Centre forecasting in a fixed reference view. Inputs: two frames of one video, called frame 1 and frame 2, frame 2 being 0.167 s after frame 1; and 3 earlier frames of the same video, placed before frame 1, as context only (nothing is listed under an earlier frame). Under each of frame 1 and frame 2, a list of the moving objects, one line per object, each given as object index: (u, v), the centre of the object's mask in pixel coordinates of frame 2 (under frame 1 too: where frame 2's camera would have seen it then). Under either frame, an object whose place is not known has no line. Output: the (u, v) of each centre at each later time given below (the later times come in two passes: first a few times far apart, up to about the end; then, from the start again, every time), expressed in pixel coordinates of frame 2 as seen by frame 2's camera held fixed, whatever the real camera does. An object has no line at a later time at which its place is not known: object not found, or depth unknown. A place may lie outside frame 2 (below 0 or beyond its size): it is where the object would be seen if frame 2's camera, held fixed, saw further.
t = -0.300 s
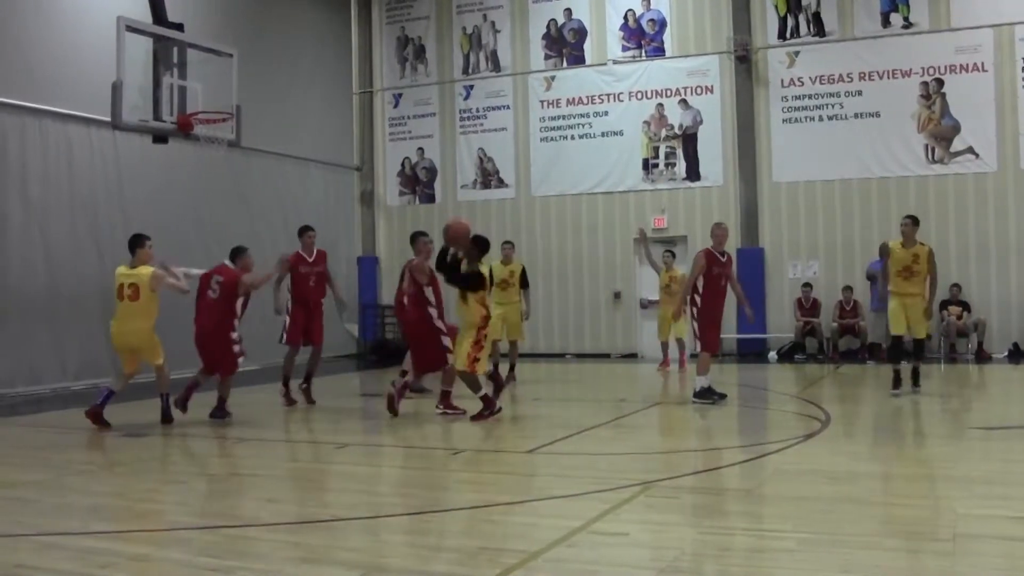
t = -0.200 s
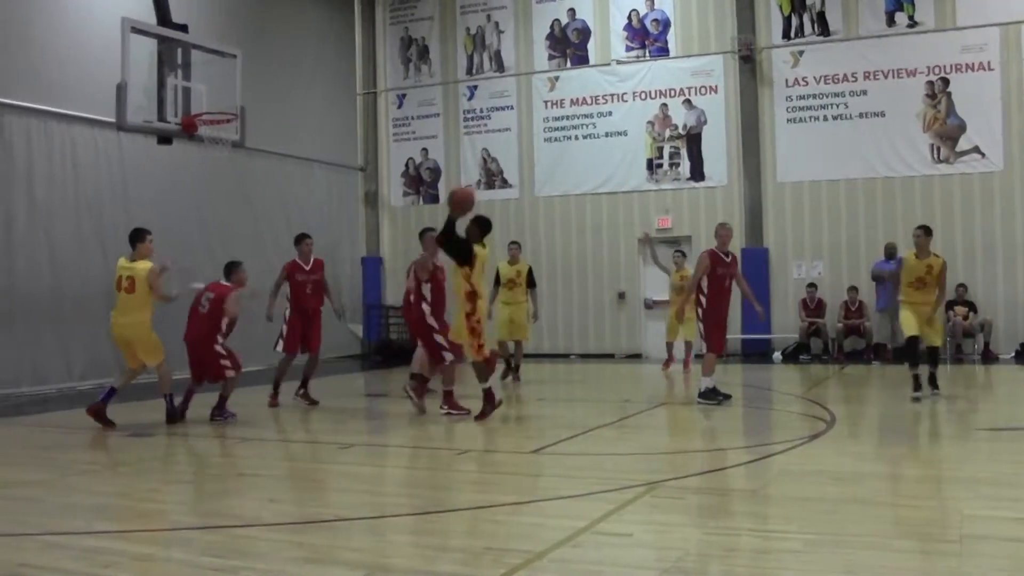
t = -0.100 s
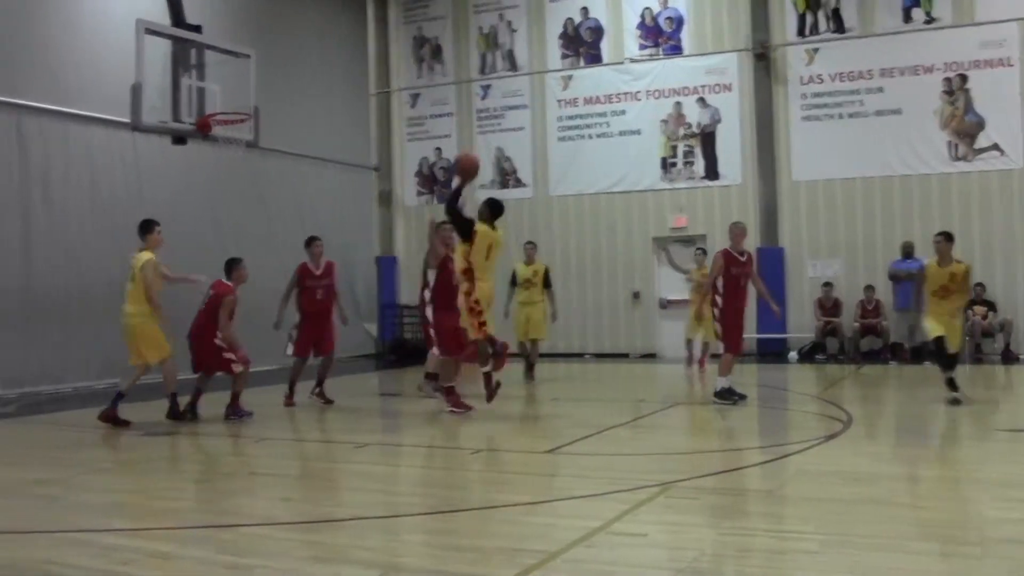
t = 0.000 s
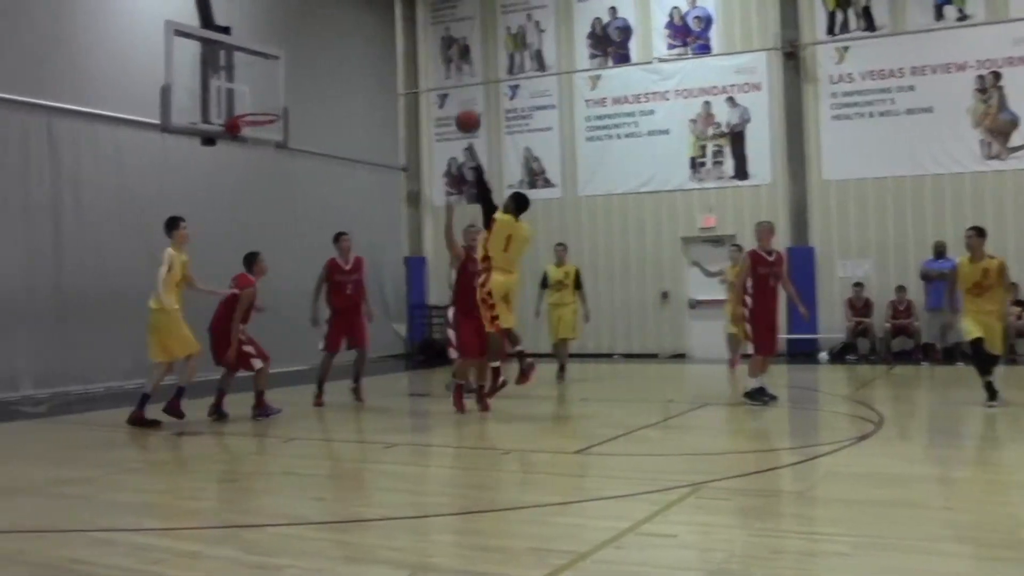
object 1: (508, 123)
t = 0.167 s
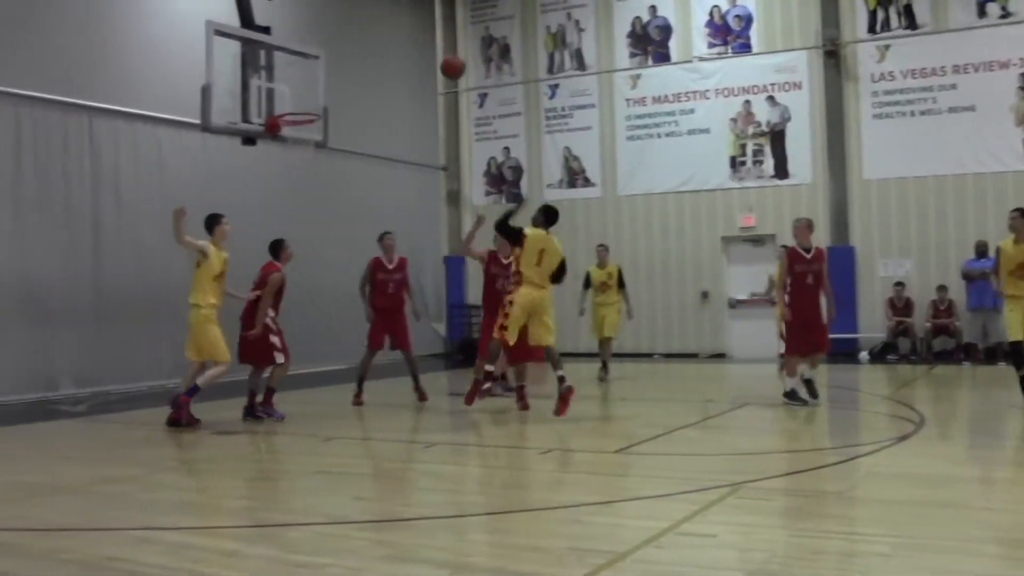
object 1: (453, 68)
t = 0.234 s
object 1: (431, 54)
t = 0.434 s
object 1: (373, 42)
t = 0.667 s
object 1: (312, 78)
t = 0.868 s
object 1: (296, 138)
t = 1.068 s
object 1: (323, 198)
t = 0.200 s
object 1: (442, 61)
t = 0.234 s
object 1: (431, 54)
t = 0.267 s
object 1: (422, 50)
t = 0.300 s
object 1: (411, 46)
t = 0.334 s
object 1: (402, 43)
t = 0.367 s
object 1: (392, 43)
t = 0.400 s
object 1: (382, 41)
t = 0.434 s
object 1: (373, 42)
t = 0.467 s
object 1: (364, 44)
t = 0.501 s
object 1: (355, 47)
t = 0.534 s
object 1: (346, 51)
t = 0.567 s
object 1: (337, 57)
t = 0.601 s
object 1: (329, 63)
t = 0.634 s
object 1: (320, 71)
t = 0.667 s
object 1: (312, 78)
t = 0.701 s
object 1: (303, 88)
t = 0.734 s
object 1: (295, 97)
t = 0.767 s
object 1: (287, 107)
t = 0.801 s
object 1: (285, 118)
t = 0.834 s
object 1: (289, 127)
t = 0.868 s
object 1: (296, 138)
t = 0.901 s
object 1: (300, 147)
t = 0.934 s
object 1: (305, 155)
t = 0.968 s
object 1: (309, 164)
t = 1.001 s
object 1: (314, 174)
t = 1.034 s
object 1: (318, 185)
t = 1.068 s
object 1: (323, 198)
